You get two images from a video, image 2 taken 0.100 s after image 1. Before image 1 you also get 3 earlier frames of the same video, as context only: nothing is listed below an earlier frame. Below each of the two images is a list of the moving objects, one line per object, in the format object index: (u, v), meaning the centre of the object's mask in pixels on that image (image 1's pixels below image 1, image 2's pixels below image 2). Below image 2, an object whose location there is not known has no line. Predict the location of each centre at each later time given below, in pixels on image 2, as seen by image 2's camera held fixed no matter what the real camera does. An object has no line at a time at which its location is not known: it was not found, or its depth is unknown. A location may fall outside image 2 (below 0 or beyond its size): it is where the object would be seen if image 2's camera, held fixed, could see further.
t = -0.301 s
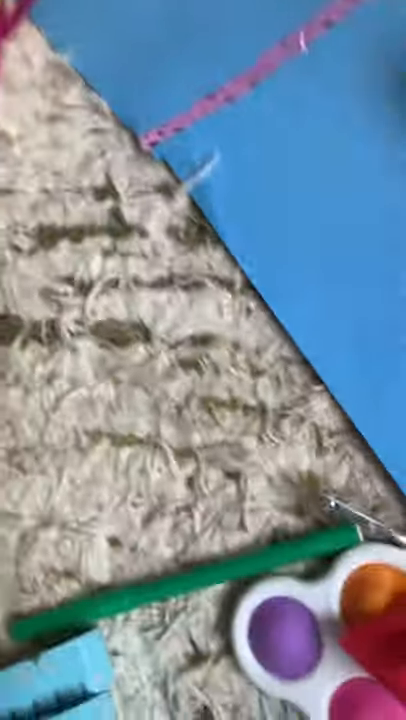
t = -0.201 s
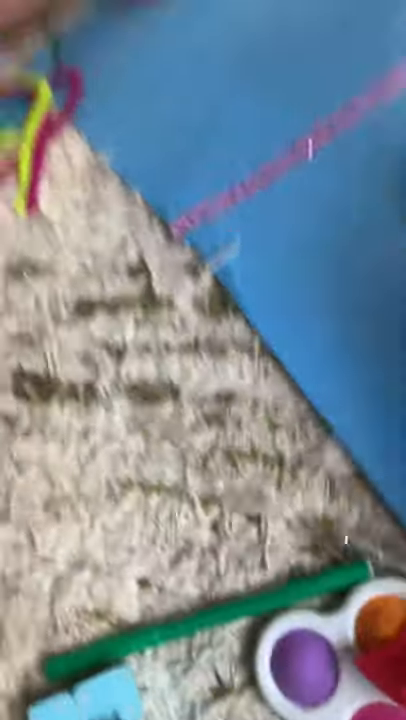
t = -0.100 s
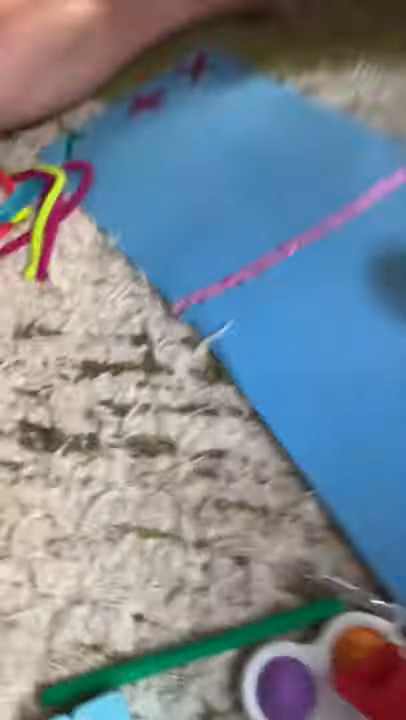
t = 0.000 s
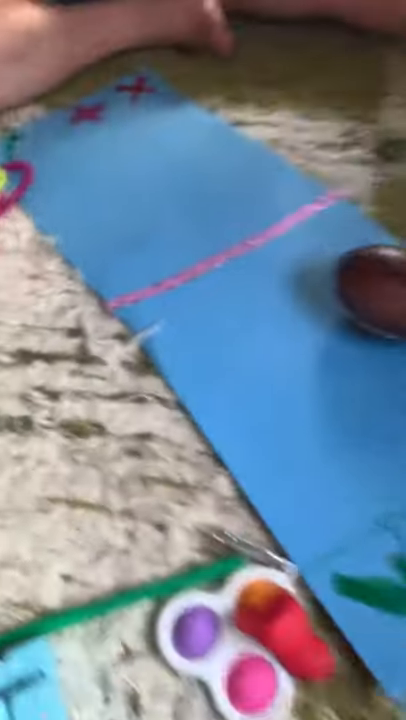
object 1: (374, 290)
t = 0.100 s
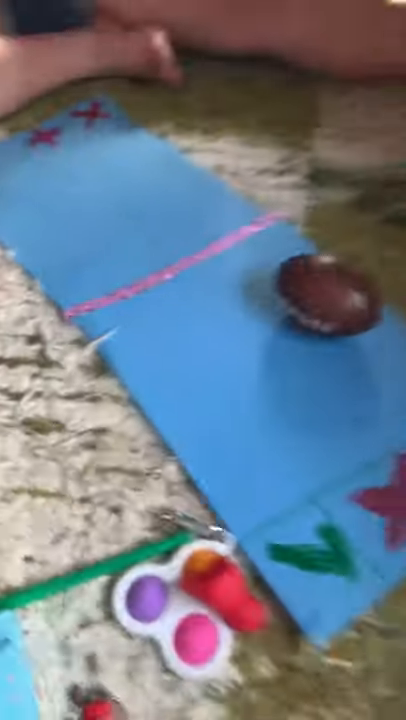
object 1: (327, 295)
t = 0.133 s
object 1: (330, 293)
